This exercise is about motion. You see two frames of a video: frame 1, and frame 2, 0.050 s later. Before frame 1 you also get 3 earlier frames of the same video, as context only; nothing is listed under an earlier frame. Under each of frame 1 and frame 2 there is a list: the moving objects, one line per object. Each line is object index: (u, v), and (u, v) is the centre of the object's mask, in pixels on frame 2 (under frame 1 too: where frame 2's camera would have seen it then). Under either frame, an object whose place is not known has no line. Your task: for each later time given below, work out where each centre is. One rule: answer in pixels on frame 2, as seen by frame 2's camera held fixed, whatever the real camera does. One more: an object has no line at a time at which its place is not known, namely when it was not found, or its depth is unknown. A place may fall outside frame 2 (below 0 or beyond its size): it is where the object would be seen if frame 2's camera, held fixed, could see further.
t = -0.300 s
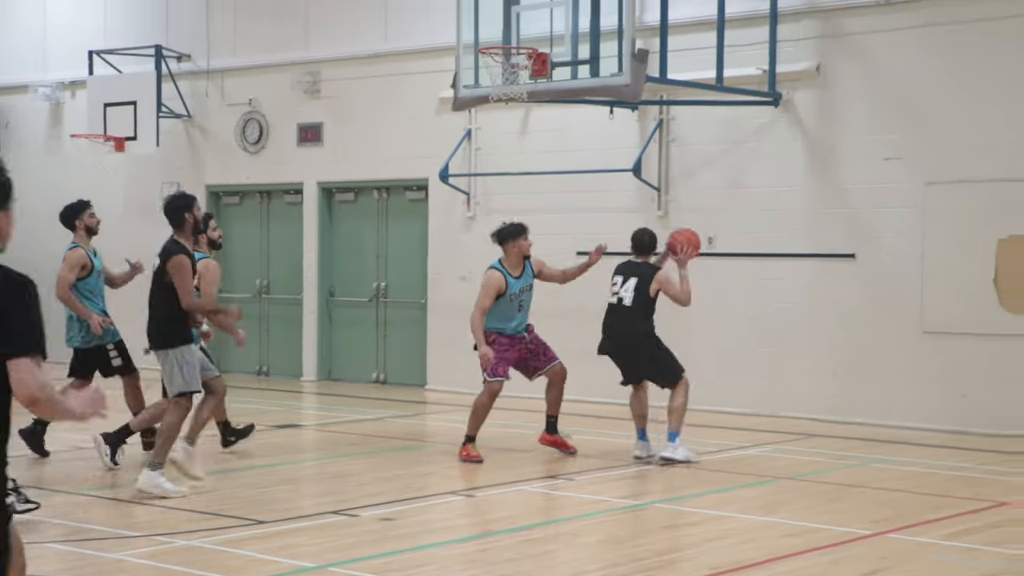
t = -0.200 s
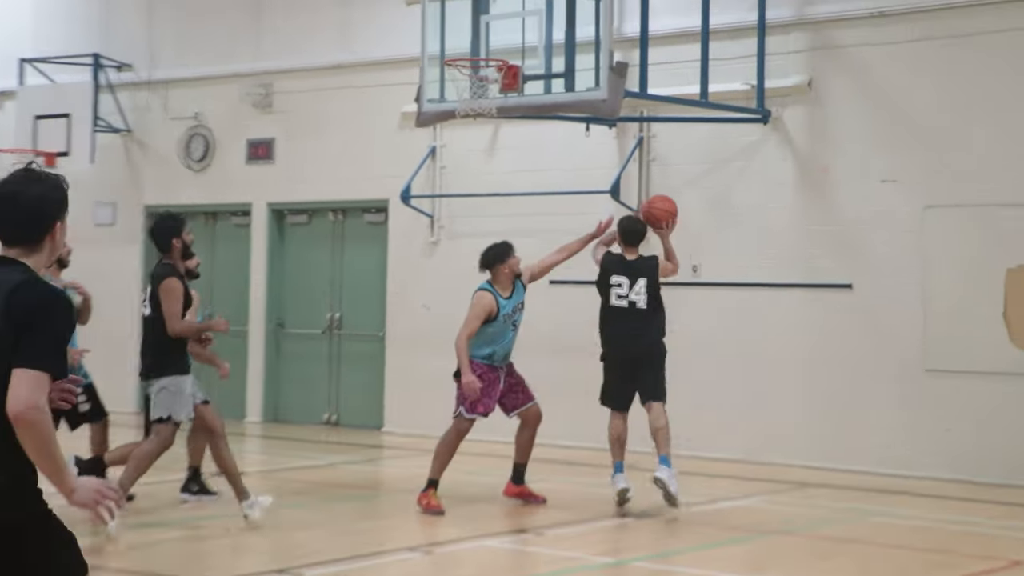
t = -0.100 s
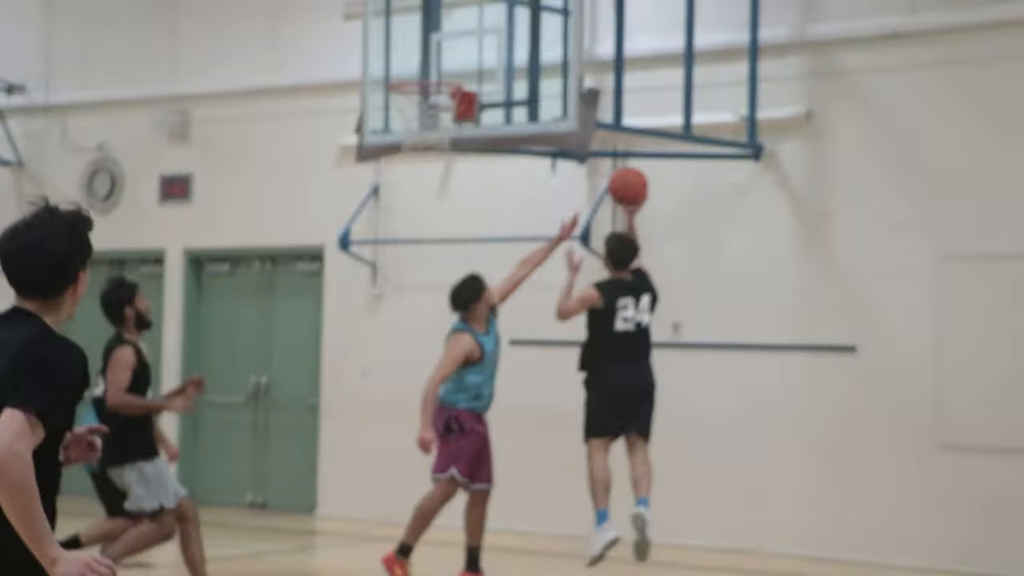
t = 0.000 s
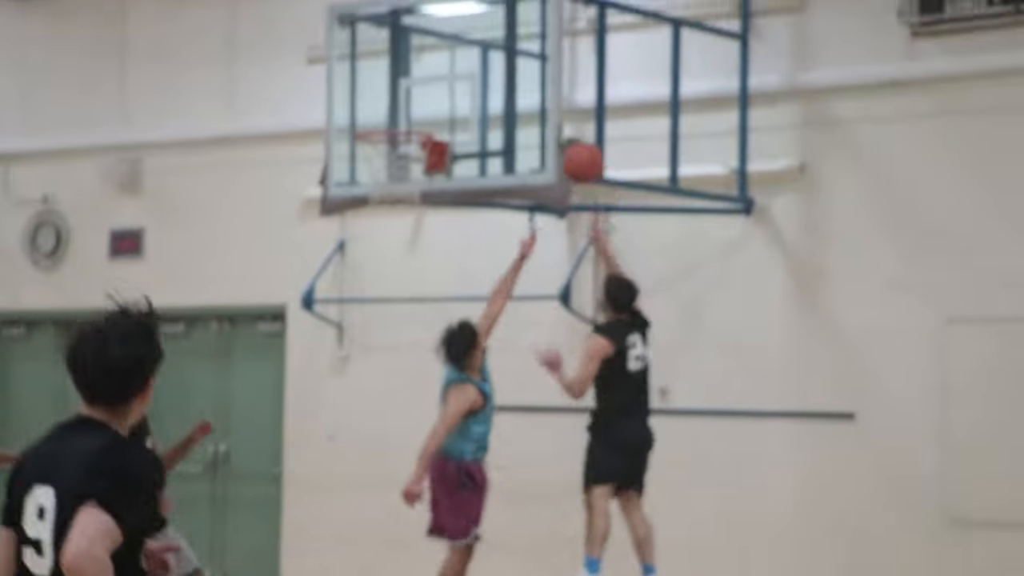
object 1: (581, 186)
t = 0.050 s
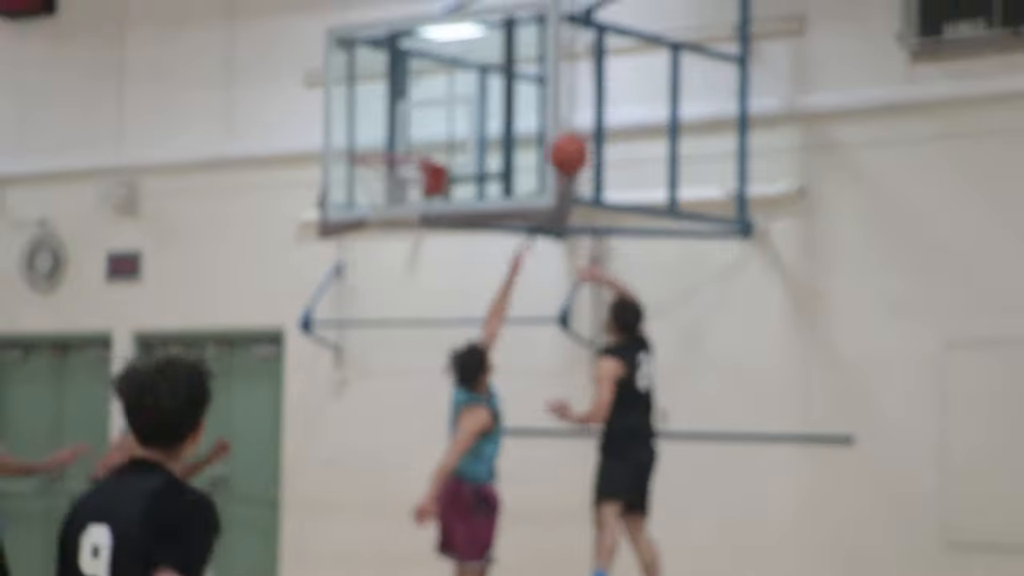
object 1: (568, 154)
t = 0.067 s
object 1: (563, 143)
